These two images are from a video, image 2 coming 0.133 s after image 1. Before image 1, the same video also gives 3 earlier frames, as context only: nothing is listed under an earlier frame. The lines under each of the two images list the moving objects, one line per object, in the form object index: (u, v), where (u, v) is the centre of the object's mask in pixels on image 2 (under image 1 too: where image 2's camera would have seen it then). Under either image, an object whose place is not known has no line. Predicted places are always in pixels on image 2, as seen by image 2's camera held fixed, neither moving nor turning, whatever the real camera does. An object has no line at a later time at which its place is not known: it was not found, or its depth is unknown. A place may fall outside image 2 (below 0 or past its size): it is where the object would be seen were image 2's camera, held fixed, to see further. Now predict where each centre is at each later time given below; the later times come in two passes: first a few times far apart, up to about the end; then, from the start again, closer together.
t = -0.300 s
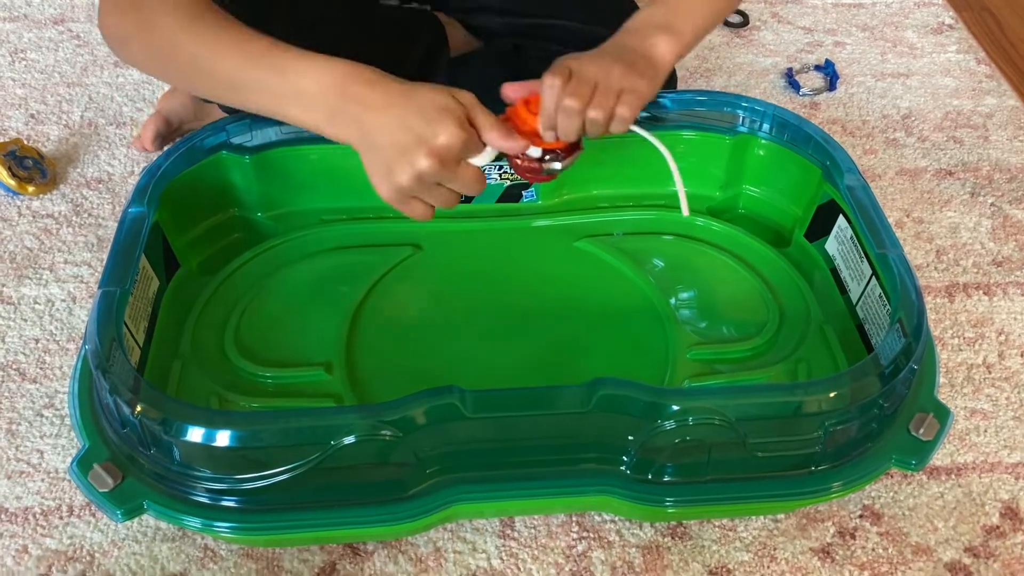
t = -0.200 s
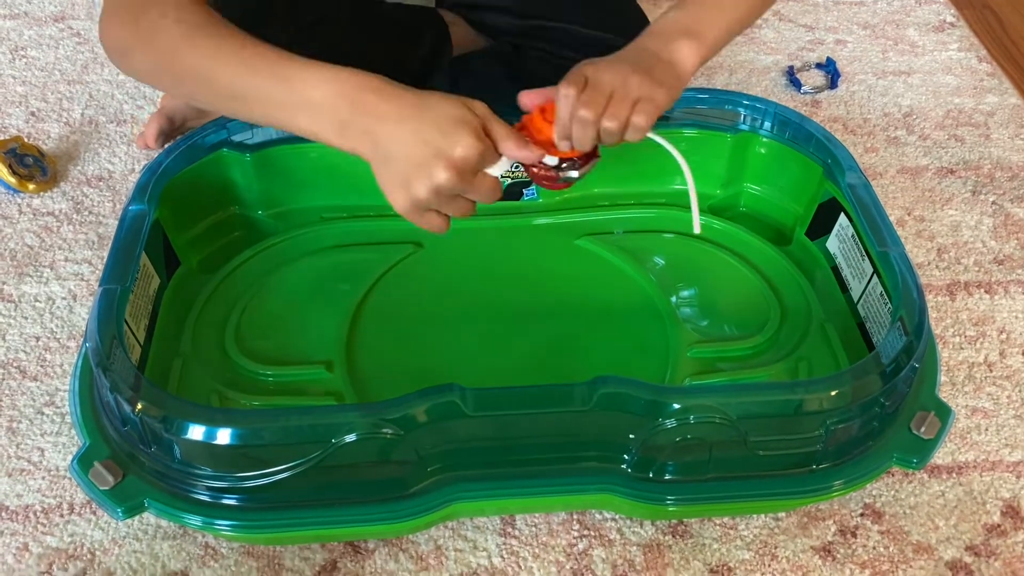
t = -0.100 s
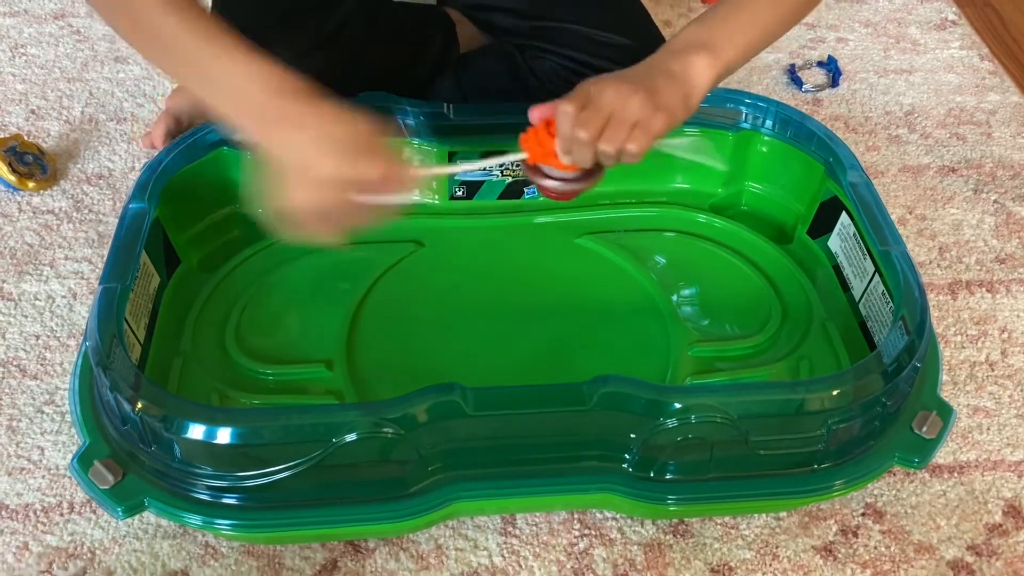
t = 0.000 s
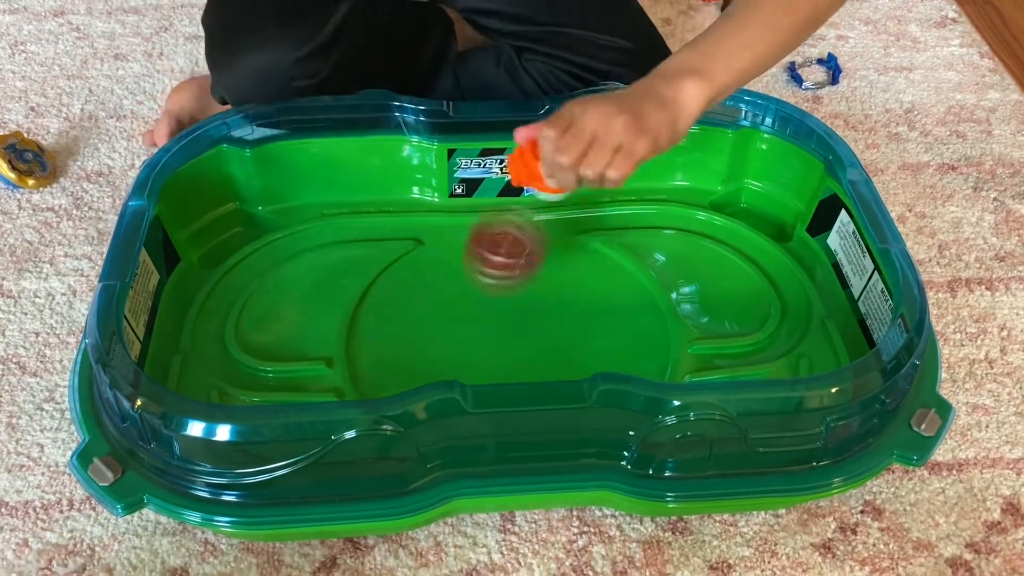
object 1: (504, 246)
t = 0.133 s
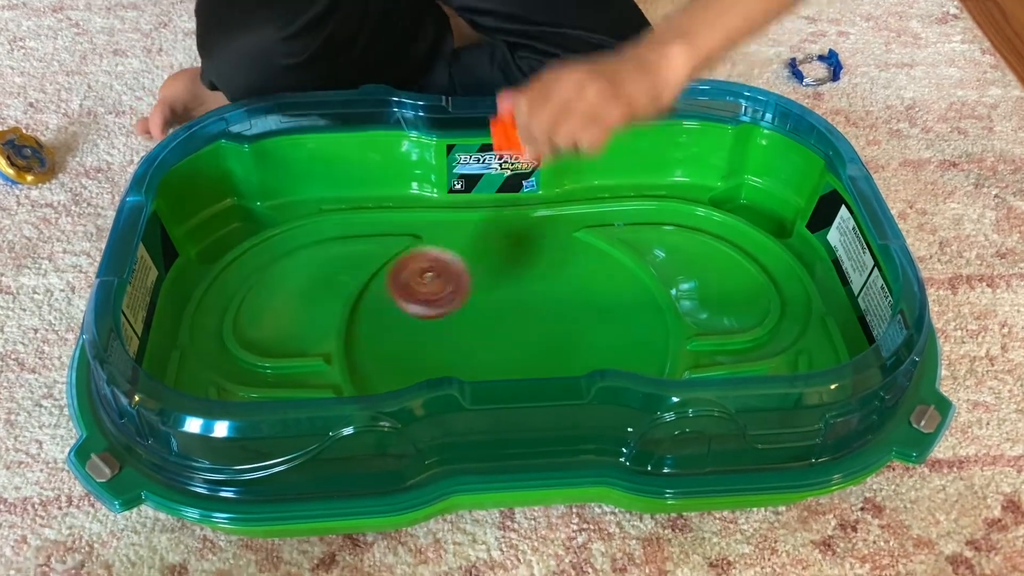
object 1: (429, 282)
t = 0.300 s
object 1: (401, 354)
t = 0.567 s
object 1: (619, 341)
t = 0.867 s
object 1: (571, 205)
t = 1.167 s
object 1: (390, 317)
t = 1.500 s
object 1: (628, 363)
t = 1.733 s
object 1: (586, 220)
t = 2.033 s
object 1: (299, 189)
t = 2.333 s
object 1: (232, 199)
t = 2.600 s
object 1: (234, 202)
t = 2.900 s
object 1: (220, 209)
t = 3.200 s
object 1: (229, 211)
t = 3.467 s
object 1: (230, 210)
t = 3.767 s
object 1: (230, 210)
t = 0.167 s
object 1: (413, 295)
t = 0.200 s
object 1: (398, 318)
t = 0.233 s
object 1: (392, 333)
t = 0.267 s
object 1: (395, 341)
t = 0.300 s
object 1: (401, 354)
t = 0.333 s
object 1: (413, 360)
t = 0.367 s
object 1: (434, 364)
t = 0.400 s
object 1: (461, 366)
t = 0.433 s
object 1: (492, 368)
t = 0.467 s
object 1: (525, 366)
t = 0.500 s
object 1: (557, 362)
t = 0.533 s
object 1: (590, 353)
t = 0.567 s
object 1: (619, 341)
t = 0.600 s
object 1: (638, 319)
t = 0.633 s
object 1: (652, 294)
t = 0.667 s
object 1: (652, 266)
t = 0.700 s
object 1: (642, 244)
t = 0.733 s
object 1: (627, 223)
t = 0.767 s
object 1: (610, 205)
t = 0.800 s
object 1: (596, 192)
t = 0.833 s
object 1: (583, 193)
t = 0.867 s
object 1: (571, 205)
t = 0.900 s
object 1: (555, 215)
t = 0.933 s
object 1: (537, 226)
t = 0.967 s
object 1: (516, 236)
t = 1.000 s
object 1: (491, 246)
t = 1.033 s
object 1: (465, 255)
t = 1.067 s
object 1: (441, 266)
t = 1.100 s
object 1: (418, 281)
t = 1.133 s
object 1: (401, 297)
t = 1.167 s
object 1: (390, 317)
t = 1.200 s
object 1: (385, 341)
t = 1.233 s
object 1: (387, 359)
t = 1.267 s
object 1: (393, 370)
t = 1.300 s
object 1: (410, 377)
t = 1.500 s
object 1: (628, 363)
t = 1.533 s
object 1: (639, 352)
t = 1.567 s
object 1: (650, 343)
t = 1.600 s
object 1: (655, 323)
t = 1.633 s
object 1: (654, 293)
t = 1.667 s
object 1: (641, 264)
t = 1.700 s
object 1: (618, 239)
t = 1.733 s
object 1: (586, 220)
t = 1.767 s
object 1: (550, 207)
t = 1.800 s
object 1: (513, 195)
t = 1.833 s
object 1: (474, 196)
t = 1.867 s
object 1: (433, 206)
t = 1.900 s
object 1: (401, 198)
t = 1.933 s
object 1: (375, 189)
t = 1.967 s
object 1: (350, 188)
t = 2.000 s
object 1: (322, 188)
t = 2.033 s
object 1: (299, 189)
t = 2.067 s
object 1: (277, 190)
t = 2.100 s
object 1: (255, 200)
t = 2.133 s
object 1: (233, 208)
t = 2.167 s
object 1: (214, 220)
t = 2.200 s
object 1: (221, 214)
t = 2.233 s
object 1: (229, 211)
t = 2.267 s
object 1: (220, 220)
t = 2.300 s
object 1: (222, 209)
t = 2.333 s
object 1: (232, 199)
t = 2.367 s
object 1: (234, 207)
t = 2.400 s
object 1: (228, 210)
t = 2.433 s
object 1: (221, 214)
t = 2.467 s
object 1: (218, 219)
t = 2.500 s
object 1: (219, 212)
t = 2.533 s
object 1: (223, 213)
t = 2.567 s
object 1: (228, 210)
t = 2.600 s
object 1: (234, 202)
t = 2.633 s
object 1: (243, 202)
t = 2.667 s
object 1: (250, 199)
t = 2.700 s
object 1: (249, 199)
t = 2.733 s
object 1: (244, 201)
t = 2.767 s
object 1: (240, 203)
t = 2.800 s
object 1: (234, 206)
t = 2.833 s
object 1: (228, 214)
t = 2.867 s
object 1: (225, 211)
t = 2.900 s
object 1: (220, 209)
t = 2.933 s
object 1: (218, 218)
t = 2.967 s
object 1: (217, 218)
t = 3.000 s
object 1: (217, 218)
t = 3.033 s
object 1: (217, 218)
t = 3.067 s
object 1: (221, 218)
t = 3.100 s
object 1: (224, 213)
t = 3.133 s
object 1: (226, 211)
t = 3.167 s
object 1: (228, 210)
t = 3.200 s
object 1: (229, 211)
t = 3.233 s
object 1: (231, 210)
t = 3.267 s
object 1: (231, 210)
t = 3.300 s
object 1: (231, 210)
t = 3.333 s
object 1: (229, 210)
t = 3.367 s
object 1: (230, 210)
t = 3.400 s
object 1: (230, 210)
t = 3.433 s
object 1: (230, 210)
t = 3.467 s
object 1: (230, 210)
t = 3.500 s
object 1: (230, 210)
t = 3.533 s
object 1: (230, 210)
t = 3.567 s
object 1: (230, 210)
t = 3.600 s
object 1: (230, 209)
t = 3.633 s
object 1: (230, 210)
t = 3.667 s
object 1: (230, 210)
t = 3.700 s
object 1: (230, 210)
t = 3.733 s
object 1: (230, 210)
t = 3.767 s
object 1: (230, 210)
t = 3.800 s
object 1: (230, 209)
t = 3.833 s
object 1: (230, 210)
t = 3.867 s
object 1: (230, 210)
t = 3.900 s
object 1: (230, 209)
